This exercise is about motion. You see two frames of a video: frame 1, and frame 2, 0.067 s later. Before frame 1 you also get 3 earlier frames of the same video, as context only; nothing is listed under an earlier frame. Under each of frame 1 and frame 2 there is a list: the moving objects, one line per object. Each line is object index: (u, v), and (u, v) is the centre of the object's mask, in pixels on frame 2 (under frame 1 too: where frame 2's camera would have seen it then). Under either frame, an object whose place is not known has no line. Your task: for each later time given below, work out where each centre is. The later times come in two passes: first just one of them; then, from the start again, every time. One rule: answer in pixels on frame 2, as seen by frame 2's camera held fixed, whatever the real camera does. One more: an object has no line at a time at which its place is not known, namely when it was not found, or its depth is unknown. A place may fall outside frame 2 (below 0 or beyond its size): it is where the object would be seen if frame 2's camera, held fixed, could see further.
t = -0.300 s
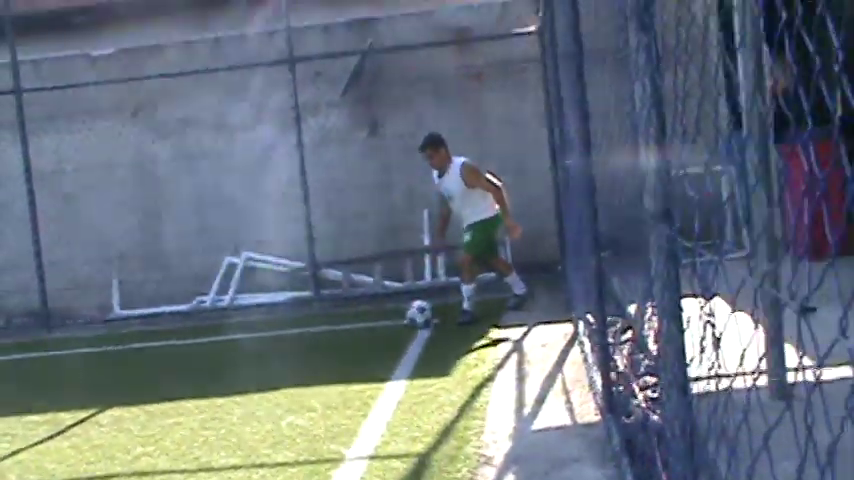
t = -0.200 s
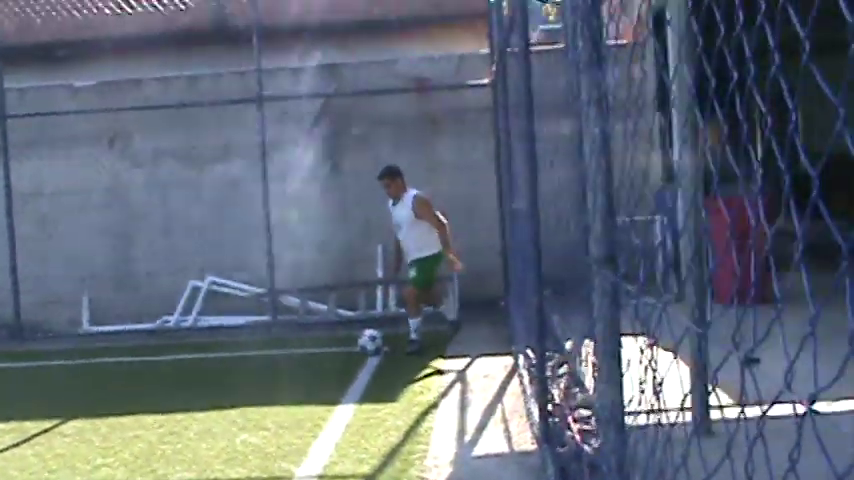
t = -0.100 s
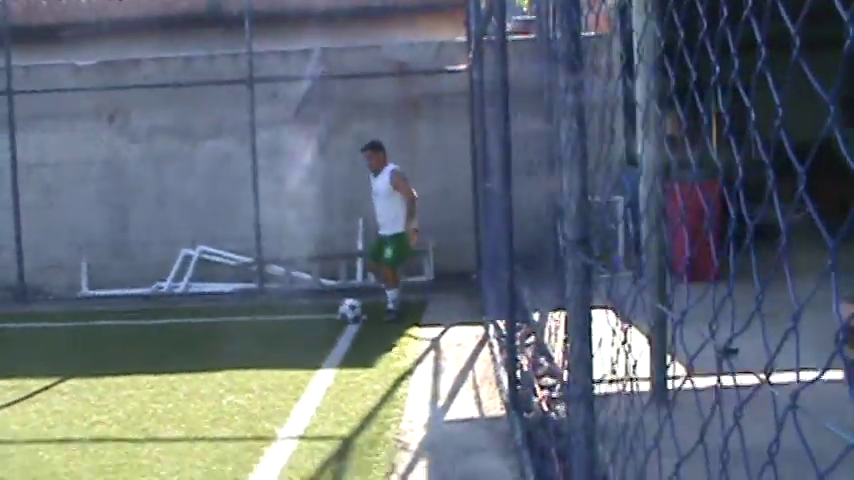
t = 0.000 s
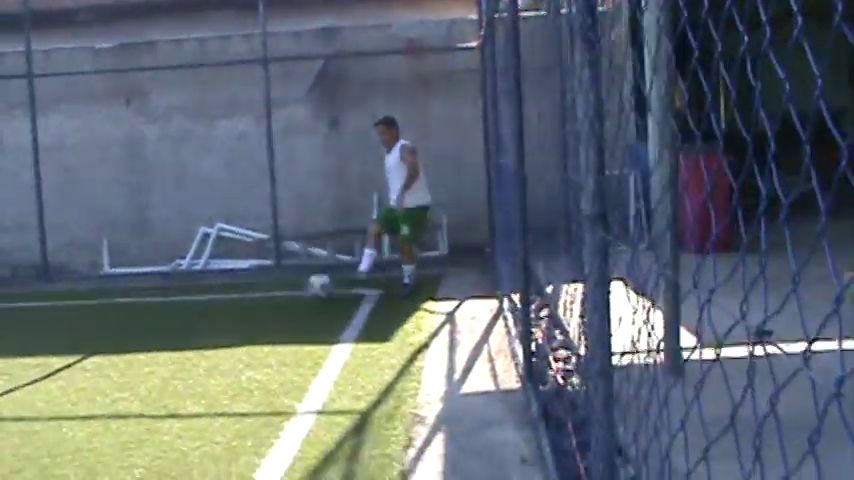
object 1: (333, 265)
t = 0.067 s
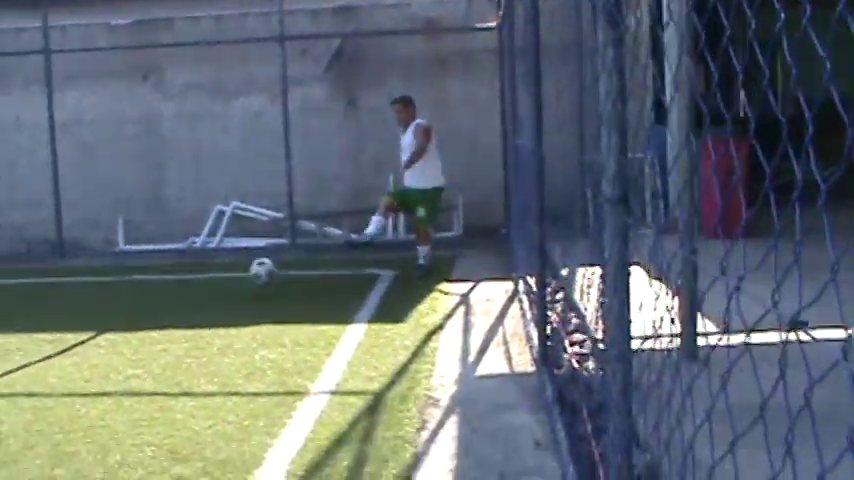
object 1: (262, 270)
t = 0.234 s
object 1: (47, 312)
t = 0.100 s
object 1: (223, 274)
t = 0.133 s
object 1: (183, 281)
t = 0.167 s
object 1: (140, 289)
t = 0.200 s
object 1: (95, 300)
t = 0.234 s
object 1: (47, 312)
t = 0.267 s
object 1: (-3, 328)
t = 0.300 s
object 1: (-54, 339)
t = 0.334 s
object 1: (-100, 339)
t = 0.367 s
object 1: (-150, 340)
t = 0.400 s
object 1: (-202, 344)
